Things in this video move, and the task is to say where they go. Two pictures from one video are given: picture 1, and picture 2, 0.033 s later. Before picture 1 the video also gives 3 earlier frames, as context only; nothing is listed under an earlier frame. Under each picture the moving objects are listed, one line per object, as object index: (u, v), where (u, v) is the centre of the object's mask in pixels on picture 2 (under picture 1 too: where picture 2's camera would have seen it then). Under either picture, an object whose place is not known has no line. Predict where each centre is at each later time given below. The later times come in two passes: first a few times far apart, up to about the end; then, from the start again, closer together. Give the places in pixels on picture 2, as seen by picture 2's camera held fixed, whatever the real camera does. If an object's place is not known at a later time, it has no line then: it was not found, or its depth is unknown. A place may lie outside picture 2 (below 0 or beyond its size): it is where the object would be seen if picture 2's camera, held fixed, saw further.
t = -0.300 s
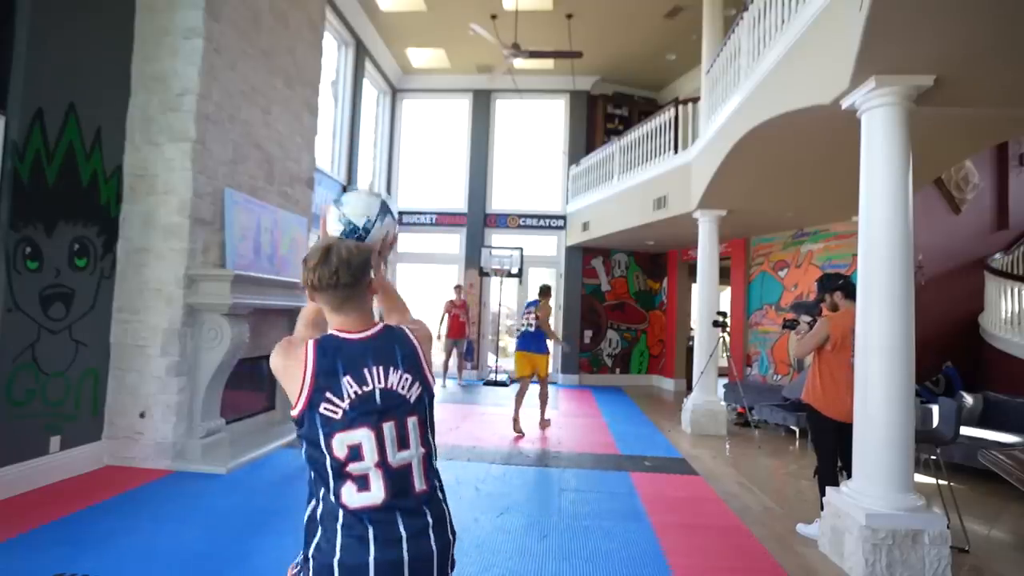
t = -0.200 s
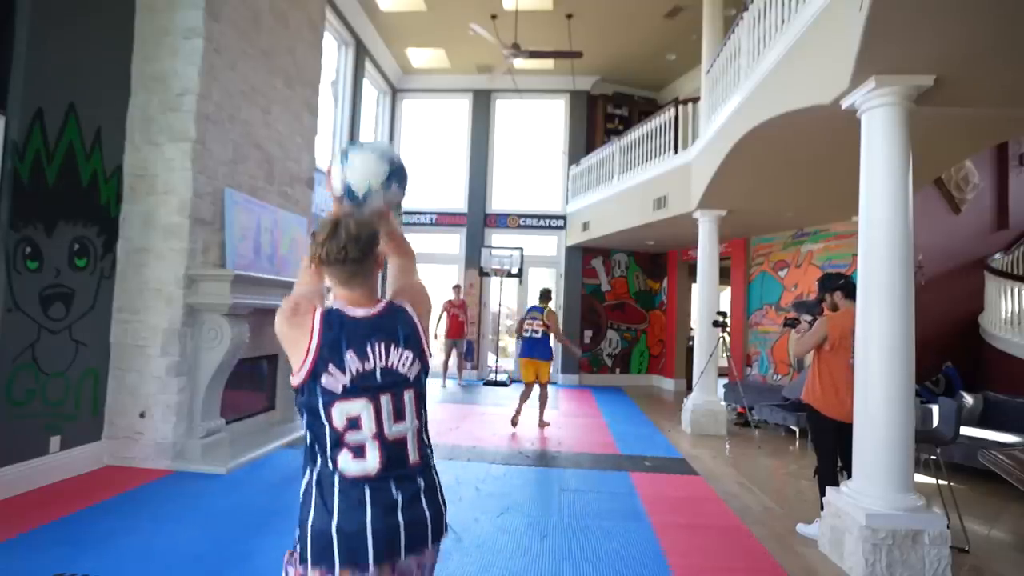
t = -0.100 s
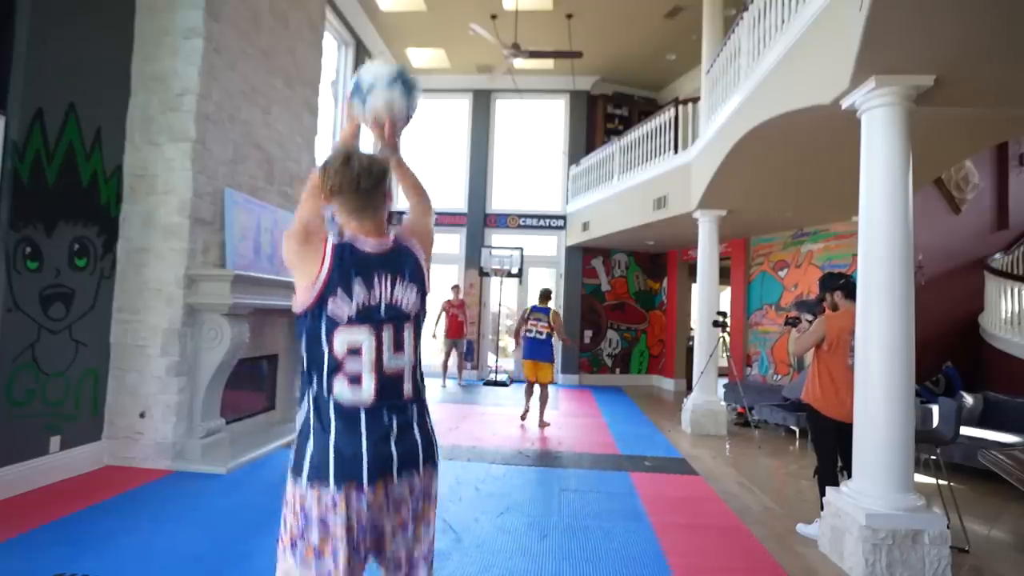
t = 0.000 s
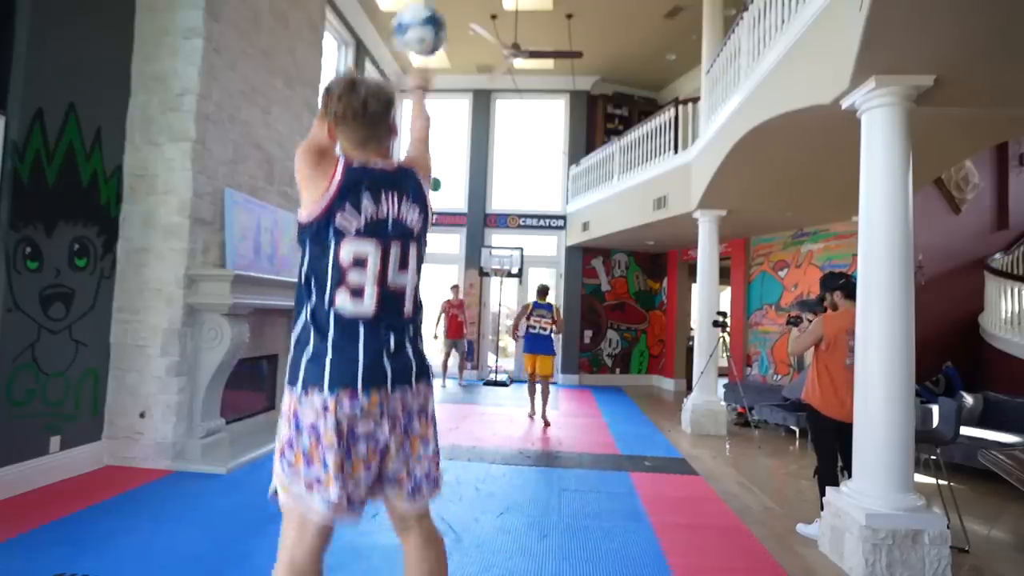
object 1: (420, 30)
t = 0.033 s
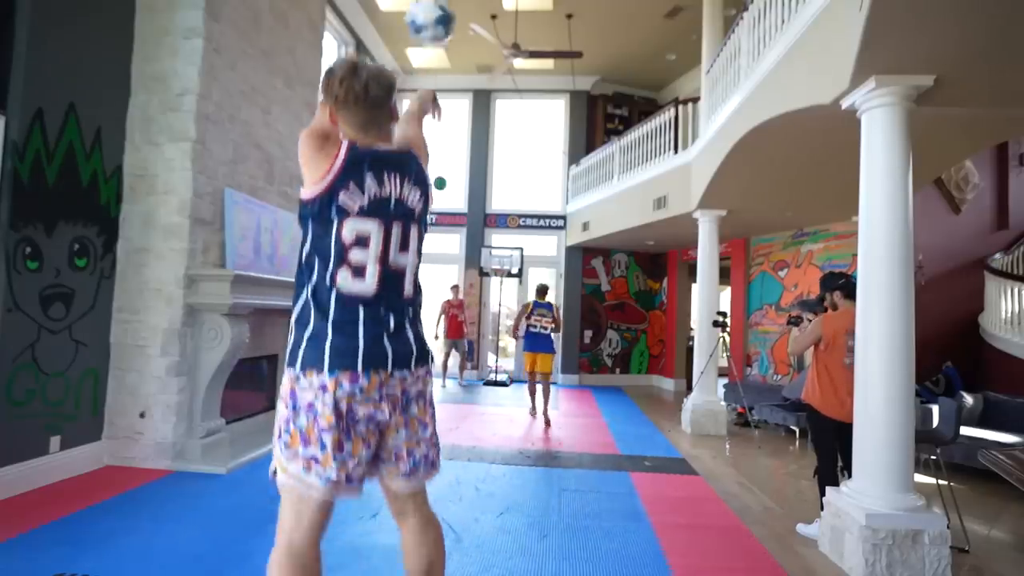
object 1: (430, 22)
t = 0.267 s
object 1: (469, 20)
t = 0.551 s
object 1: (487, 82)
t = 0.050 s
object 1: (435, 19)
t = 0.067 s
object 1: (439, 18)
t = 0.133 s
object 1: (452, 14)
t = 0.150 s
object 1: (455, 13)
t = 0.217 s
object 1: (464, 14)
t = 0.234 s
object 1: (466, 15)
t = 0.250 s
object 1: (468, 17)
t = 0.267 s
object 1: (469, 20)
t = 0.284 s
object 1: (471, 22)
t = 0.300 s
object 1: (472, 25)
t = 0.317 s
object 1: (473, 29)
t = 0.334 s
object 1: (475, 32)
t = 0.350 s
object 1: (477, 34)
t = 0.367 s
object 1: (477, 37)
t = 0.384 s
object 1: (478, 39)
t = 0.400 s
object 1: (480, 45)
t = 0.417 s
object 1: (481, 49)
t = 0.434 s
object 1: (482, 53)
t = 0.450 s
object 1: (484, 59)
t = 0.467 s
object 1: (484, 61)
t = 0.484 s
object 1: (484, 64)
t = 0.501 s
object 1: (485, 68)
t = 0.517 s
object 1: (486, 72)
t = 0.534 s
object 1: (486, 75)
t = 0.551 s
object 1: (487, 82)
